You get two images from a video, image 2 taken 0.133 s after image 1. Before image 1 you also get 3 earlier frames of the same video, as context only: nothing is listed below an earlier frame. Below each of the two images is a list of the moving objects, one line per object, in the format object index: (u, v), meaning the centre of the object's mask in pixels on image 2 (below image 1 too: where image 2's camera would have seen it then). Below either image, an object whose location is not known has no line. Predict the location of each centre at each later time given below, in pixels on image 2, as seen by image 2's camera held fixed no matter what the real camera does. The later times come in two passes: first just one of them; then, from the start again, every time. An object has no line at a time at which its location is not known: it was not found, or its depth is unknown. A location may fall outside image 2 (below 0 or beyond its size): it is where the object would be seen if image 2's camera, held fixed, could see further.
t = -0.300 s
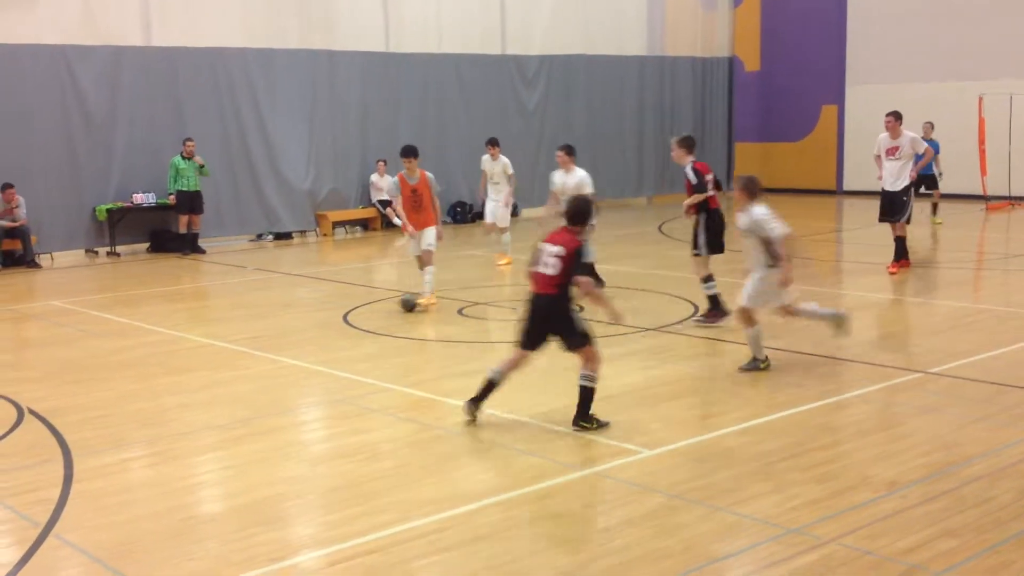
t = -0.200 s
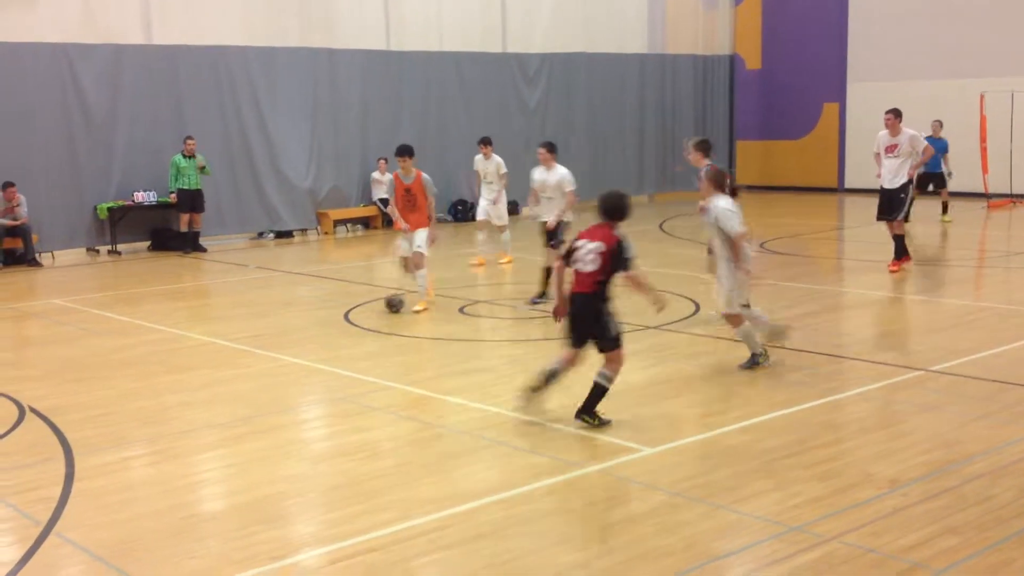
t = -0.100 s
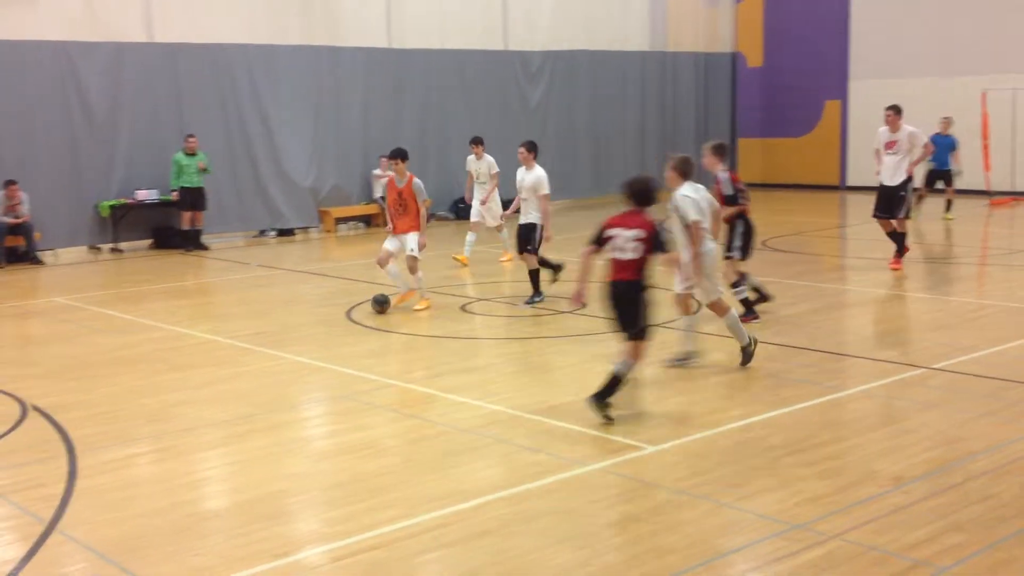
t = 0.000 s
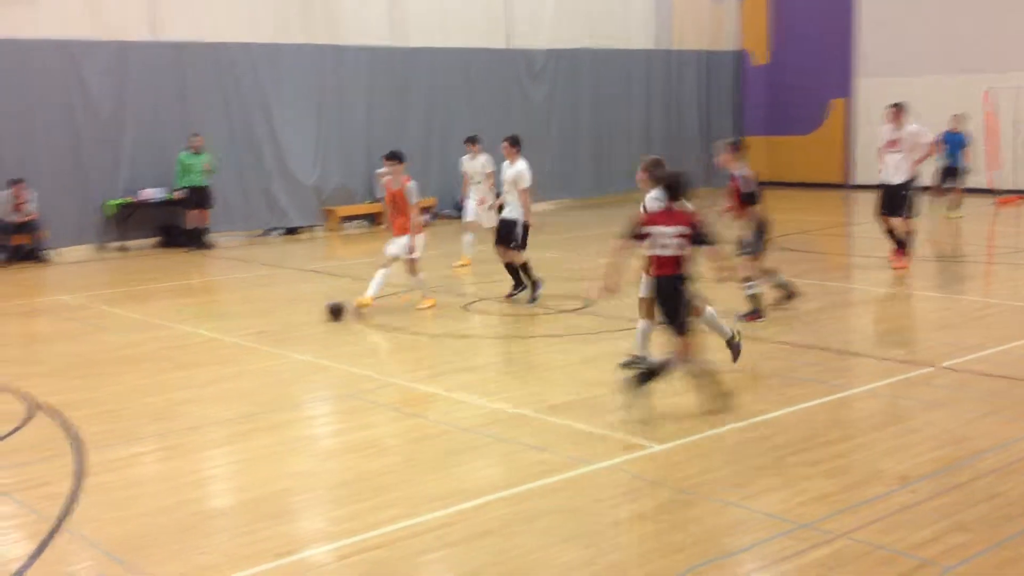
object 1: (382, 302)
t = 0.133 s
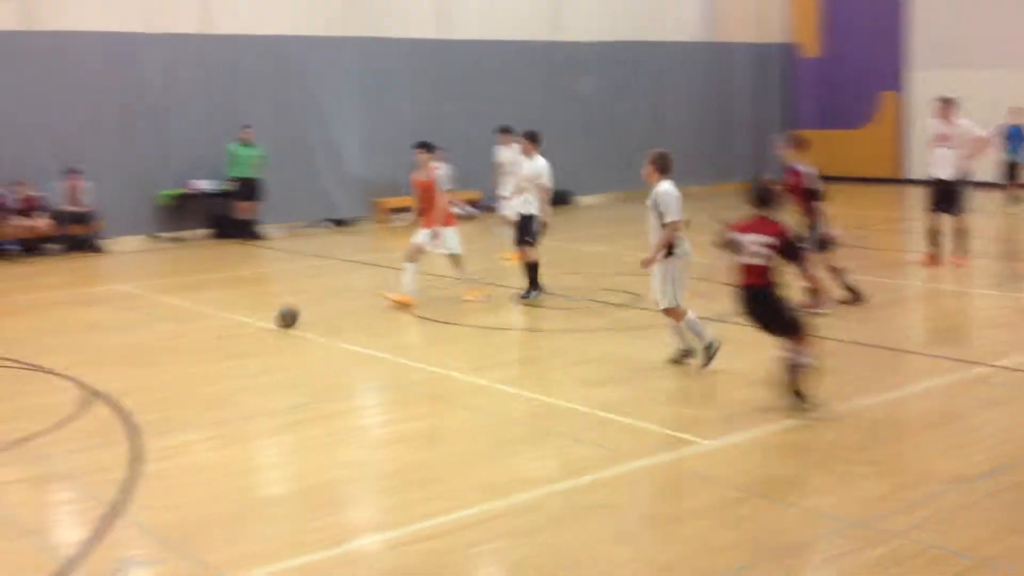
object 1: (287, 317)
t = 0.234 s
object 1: (215, 328)
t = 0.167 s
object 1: (264, 320)
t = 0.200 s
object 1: (240, 325)
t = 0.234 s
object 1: (215, 328)
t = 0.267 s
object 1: (190, 332)
